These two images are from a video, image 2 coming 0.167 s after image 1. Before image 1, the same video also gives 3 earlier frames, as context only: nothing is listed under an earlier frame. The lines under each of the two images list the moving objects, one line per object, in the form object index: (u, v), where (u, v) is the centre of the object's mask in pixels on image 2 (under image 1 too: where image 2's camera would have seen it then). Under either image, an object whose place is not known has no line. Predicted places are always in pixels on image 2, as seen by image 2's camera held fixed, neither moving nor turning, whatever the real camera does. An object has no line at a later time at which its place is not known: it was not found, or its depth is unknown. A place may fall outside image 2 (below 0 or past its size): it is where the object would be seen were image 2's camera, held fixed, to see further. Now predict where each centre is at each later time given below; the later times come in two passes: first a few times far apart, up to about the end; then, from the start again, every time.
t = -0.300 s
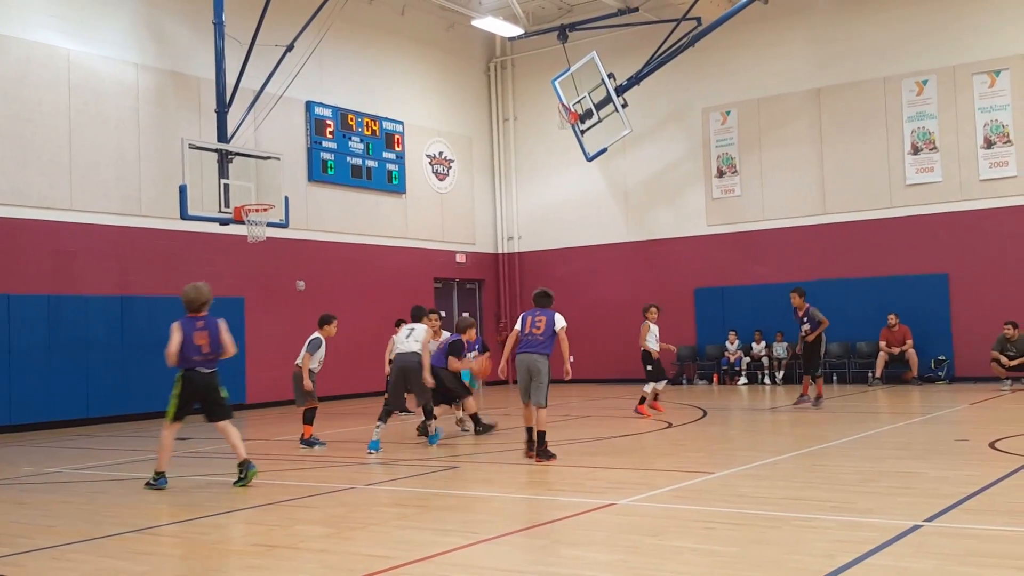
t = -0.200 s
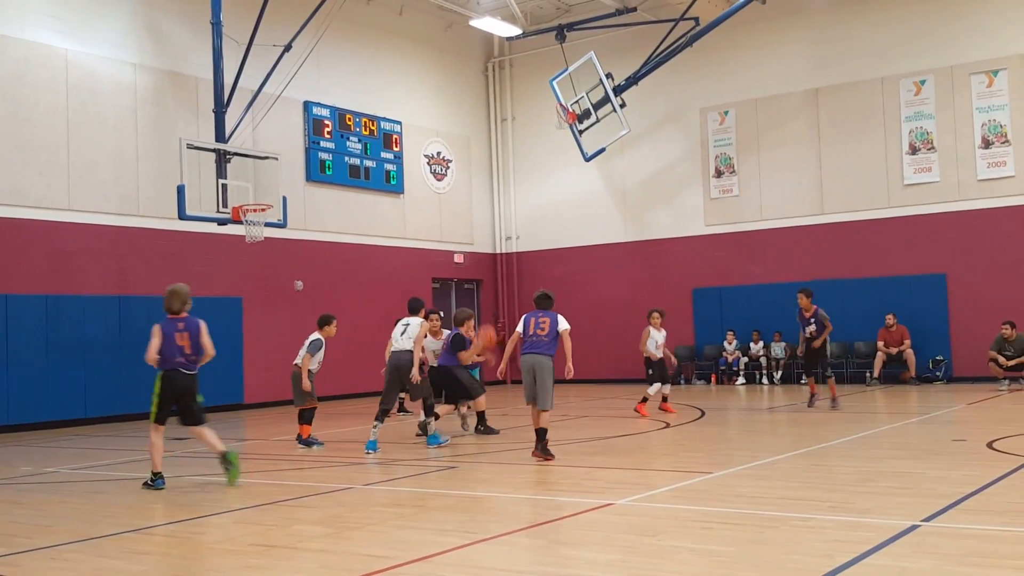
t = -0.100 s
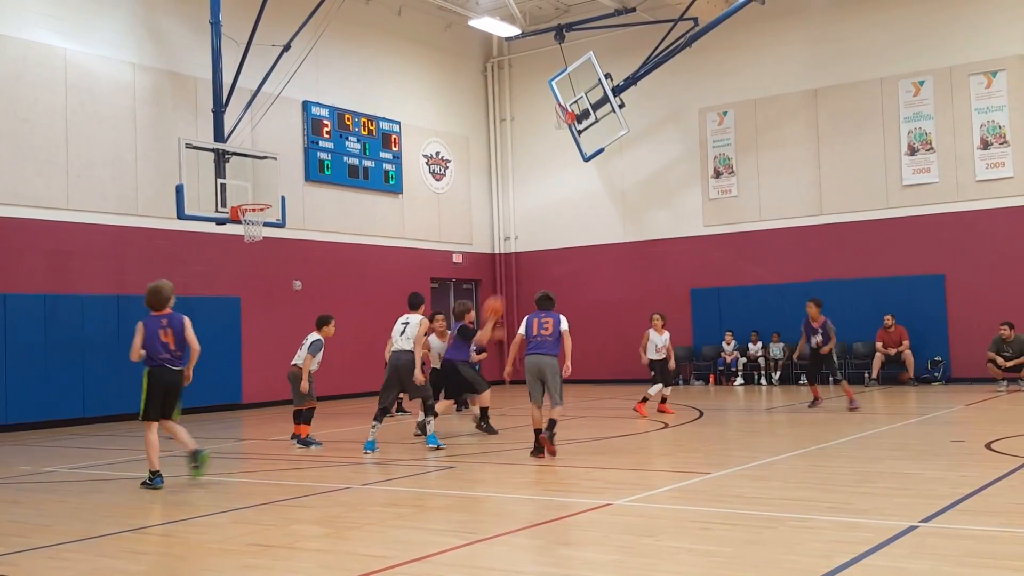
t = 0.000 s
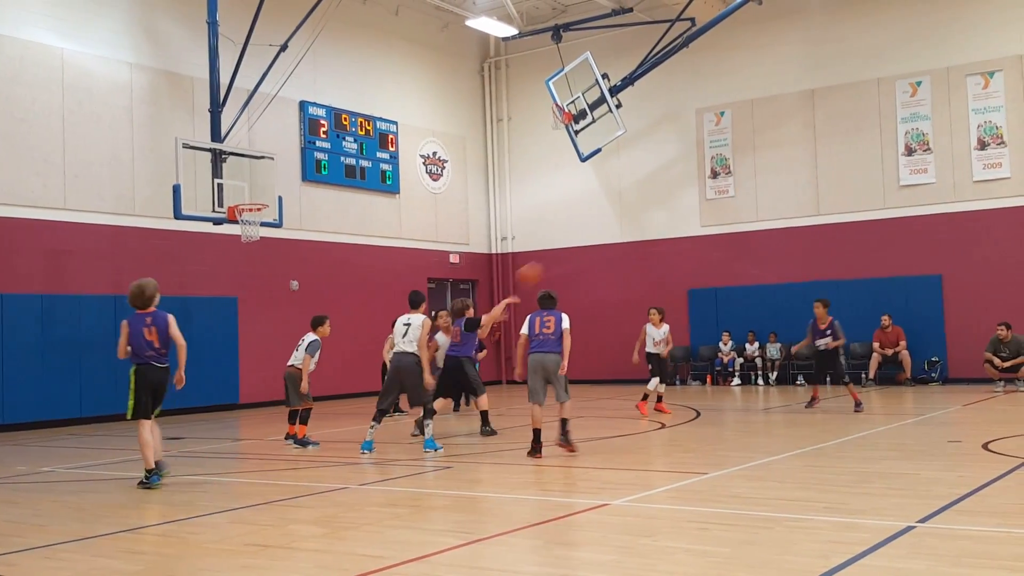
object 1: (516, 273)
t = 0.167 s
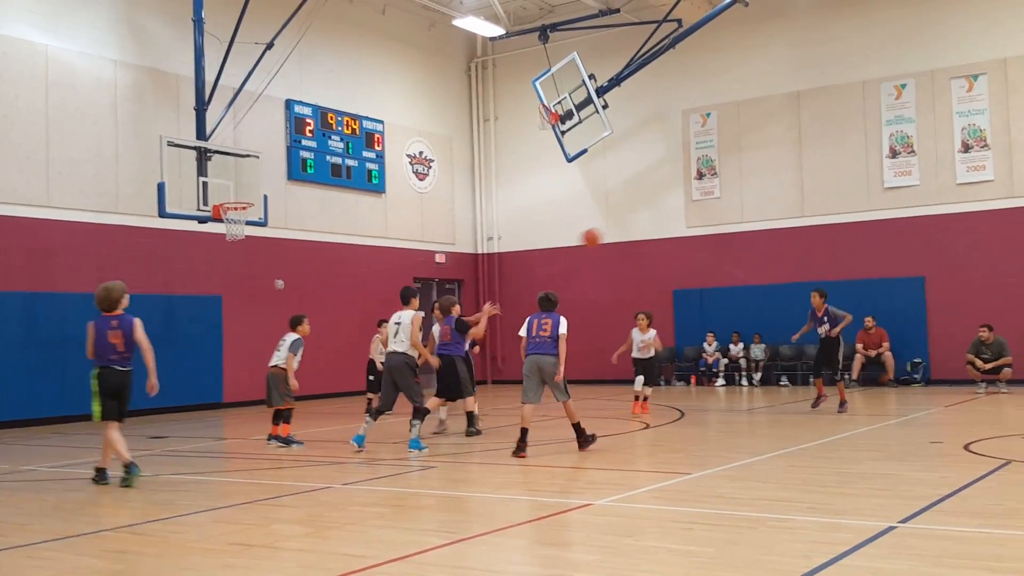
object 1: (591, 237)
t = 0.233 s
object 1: (621, 230)
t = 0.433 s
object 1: (709, 230)
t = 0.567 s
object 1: (766, 247)
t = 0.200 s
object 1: (606, 234)
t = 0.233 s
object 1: (621, 230)
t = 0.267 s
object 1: (636, 228)
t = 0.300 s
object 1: (651, 227)
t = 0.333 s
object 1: (665, 226)
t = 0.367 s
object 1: (680, 227)
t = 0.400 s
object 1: (694, 228)
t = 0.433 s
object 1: (709, 230)
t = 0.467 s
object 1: (723, 233)
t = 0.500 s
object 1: (738, 237)
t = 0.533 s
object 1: (752, 242)
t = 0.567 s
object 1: (766, 247)
